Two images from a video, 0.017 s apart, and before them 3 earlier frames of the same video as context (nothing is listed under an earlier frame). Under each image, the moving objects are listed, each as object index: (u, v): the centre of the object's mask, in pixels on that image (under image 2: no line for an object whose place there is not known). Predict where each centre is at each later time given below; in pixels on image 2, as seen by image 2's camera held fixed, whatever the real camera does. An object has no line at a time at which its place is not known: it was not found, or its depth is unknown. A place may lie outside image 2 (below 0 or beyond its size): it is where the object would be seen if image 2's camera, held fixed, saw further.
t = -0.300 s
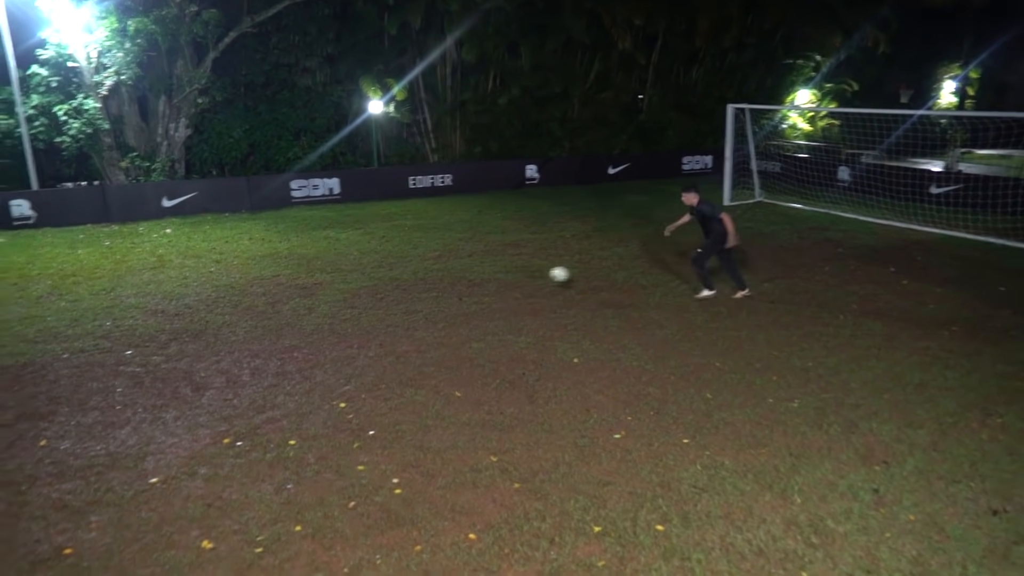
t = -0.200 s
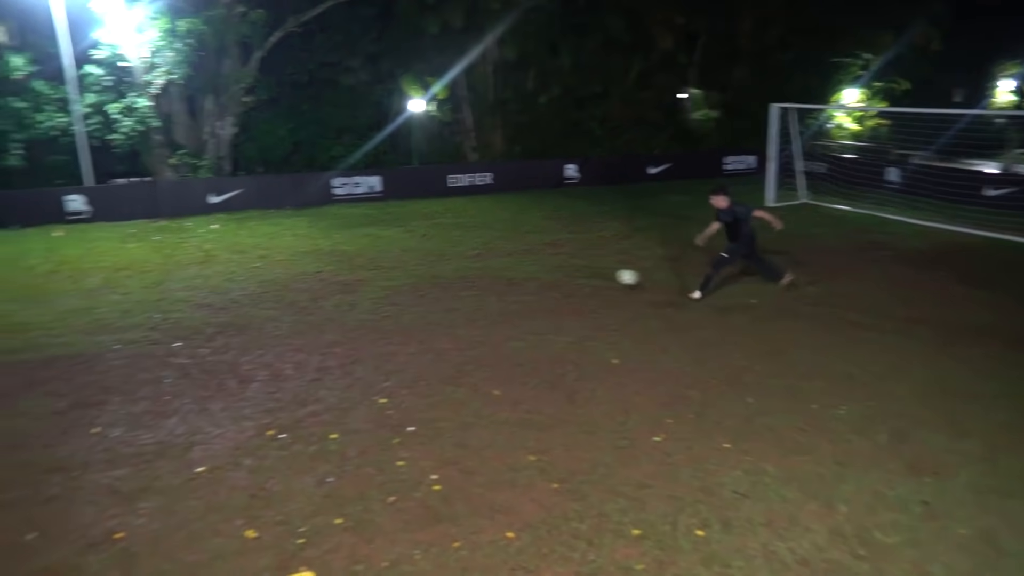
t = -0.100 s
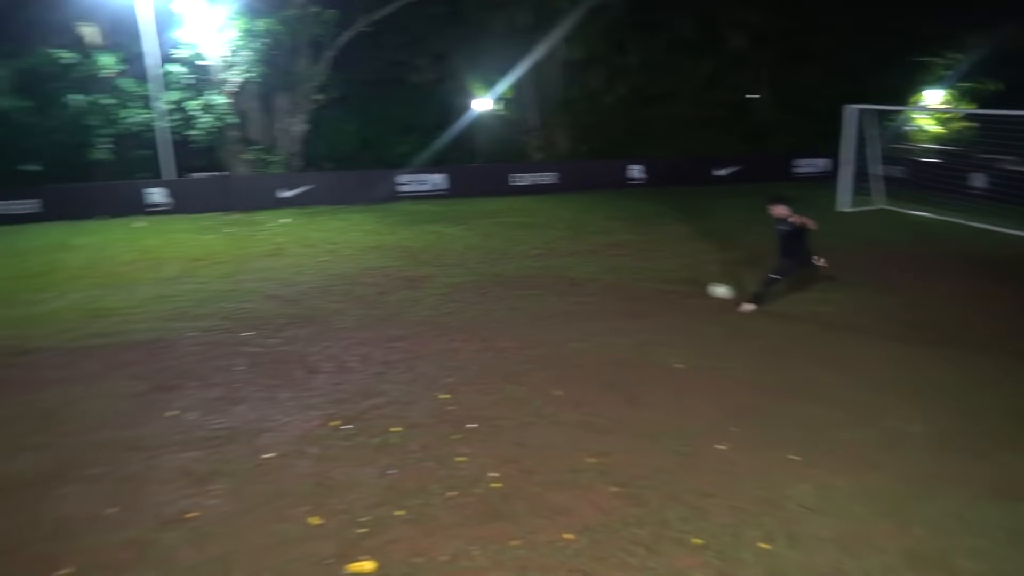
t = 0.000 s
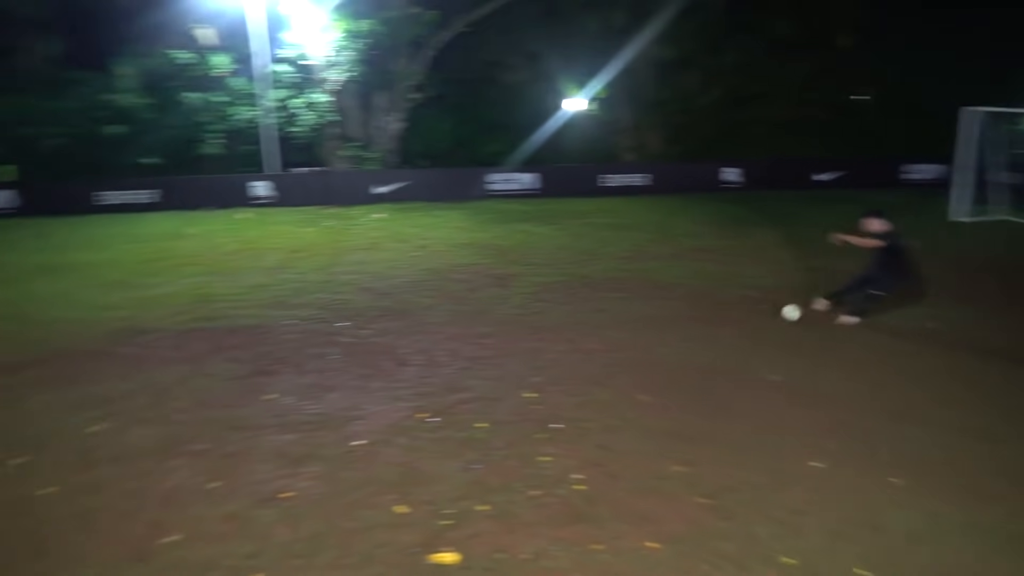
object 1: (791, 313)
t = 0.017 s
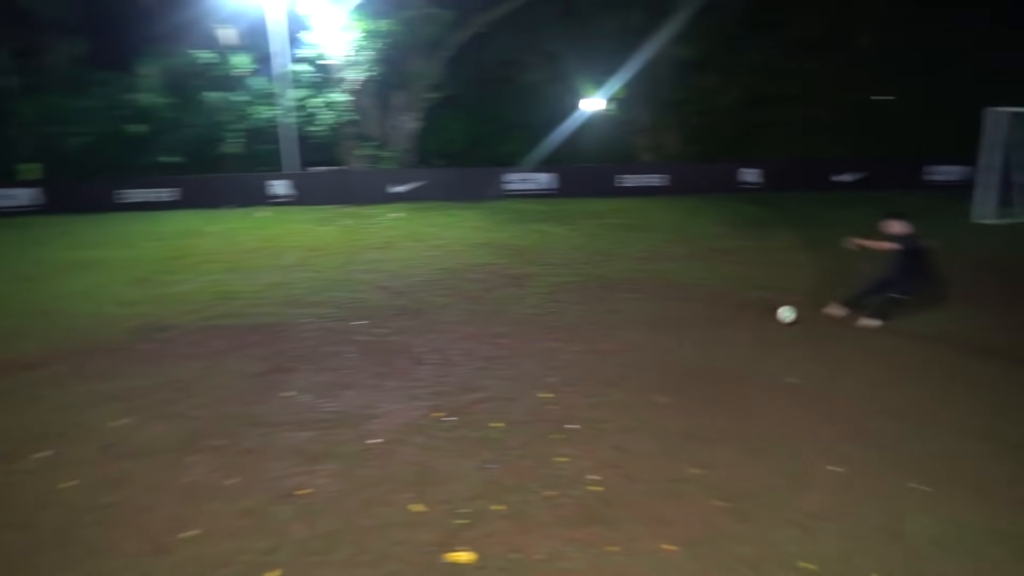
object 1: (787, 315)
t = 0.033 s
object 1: (761, 315)
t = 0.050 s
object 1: (735, 315)
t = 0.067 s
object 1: (708, 316)
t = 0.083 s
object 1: (680, 317)
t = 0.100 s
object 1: (652, 319)
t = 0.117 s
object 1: (621, 320)
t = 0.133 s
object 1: (590, 323)
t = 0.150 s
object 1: (558, 326)
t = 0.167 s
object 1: (524, 329)
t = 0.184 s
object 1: (488, 333)
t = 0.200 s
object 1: (451, 337)
